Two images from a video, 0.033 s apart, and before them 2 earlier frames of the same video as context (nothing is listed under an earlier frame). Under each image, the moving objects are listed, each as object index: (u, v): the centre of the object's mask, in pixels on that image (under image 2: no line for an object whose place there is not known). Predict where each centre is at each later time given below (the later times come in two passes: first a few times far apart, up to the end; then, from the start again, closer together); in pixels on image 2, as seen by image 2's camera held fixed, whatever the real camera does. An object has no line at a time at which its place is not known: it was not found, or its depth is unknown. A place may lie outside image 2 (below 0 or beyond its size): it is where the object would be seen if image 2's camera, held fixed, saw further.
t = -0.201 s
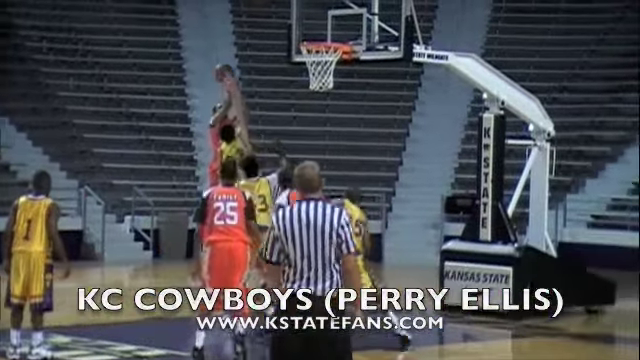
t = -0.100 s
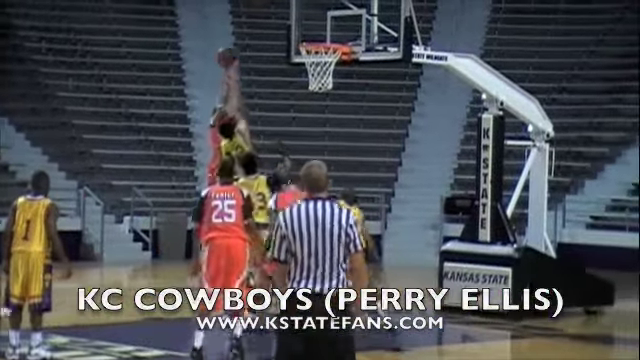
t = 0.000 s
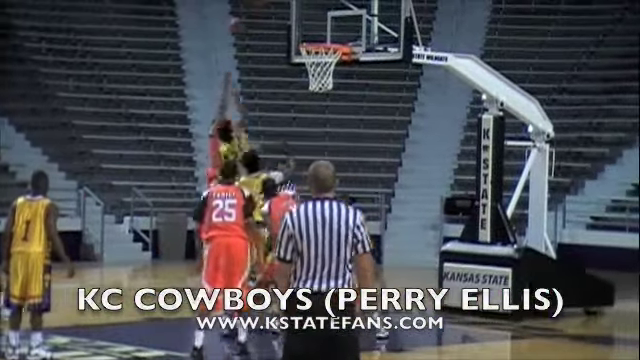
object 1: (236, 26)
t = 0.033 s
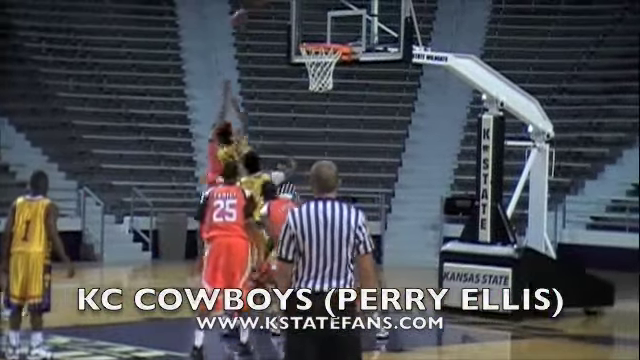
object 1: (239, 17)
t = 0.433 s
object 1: (285, 7)
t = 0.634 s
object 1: (308, 32)
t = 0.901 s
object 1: (330, 28)
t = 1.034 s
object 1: (342, 51)
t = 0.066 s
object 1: (244, 11)
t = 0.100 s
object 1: (247, 9)
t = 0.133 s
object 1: (251, 7)
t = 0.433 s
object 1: (285, 7)
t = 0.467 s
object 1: (288, 8)
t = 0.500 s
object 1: (294, 8)
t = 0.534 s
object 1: (297, 16)
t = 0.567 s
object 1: (300, 25)
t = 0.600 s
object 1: (305, 33)
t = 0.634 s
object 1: (308, 32)
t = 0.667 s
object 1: (311, 27)
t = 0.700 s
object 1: (311, 25)
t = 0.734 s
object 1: (316, 23)
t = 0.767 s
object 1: (318, 22)
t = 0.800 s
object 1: (321, 22)
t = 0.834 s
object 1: (324, 23)
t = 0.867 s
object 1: (327, 25)
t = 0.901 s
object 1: (330, 28)
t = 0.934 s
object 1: (333, 32)
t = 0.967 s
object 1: (336, 37)
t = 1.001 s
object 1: (339, 43)
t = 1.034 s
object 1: (342, 51)
